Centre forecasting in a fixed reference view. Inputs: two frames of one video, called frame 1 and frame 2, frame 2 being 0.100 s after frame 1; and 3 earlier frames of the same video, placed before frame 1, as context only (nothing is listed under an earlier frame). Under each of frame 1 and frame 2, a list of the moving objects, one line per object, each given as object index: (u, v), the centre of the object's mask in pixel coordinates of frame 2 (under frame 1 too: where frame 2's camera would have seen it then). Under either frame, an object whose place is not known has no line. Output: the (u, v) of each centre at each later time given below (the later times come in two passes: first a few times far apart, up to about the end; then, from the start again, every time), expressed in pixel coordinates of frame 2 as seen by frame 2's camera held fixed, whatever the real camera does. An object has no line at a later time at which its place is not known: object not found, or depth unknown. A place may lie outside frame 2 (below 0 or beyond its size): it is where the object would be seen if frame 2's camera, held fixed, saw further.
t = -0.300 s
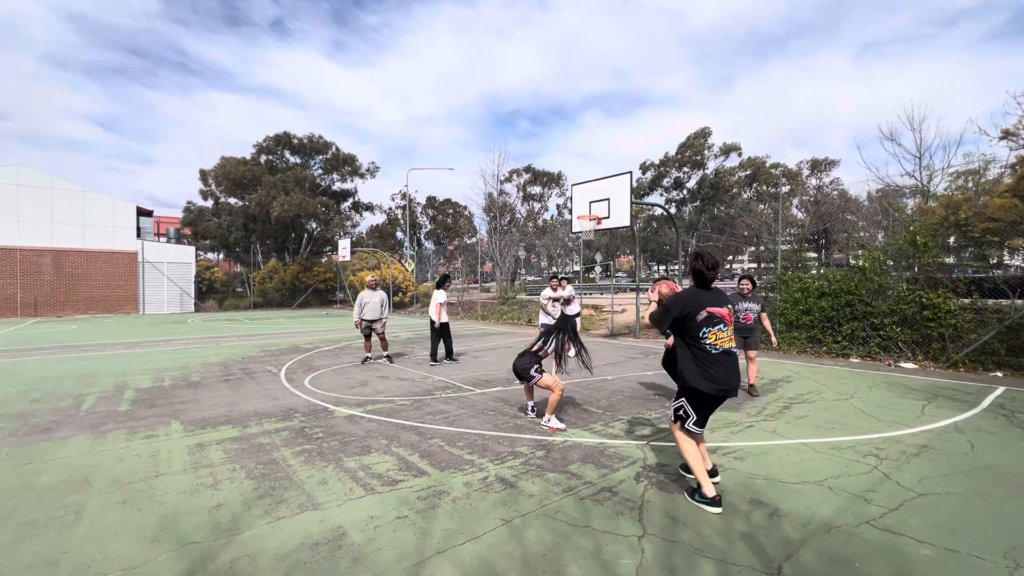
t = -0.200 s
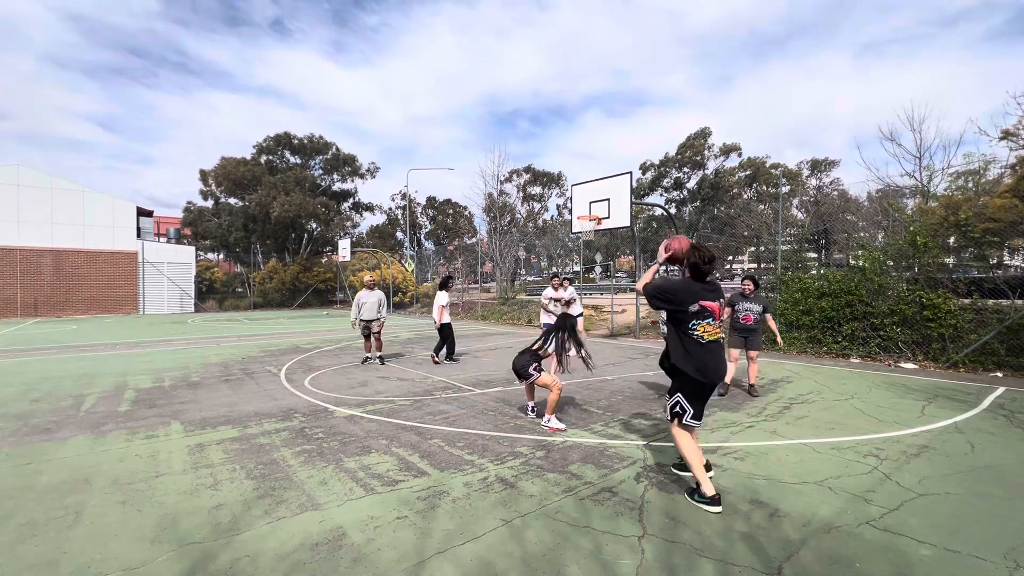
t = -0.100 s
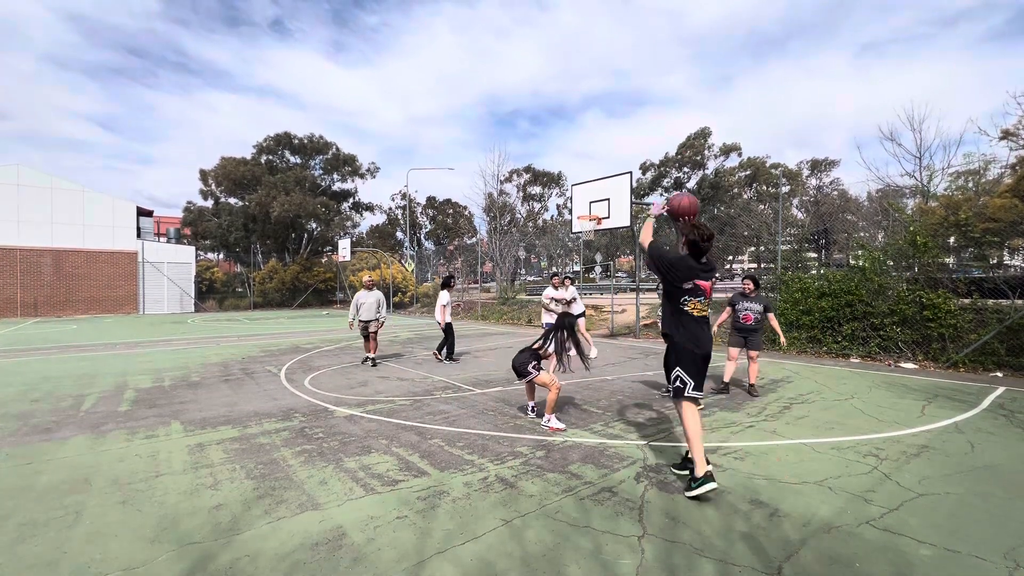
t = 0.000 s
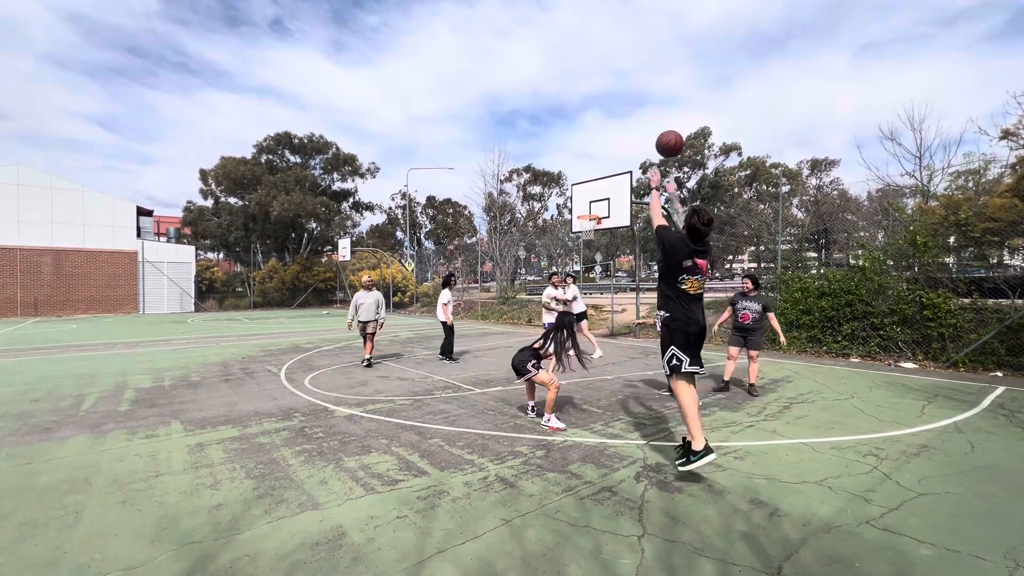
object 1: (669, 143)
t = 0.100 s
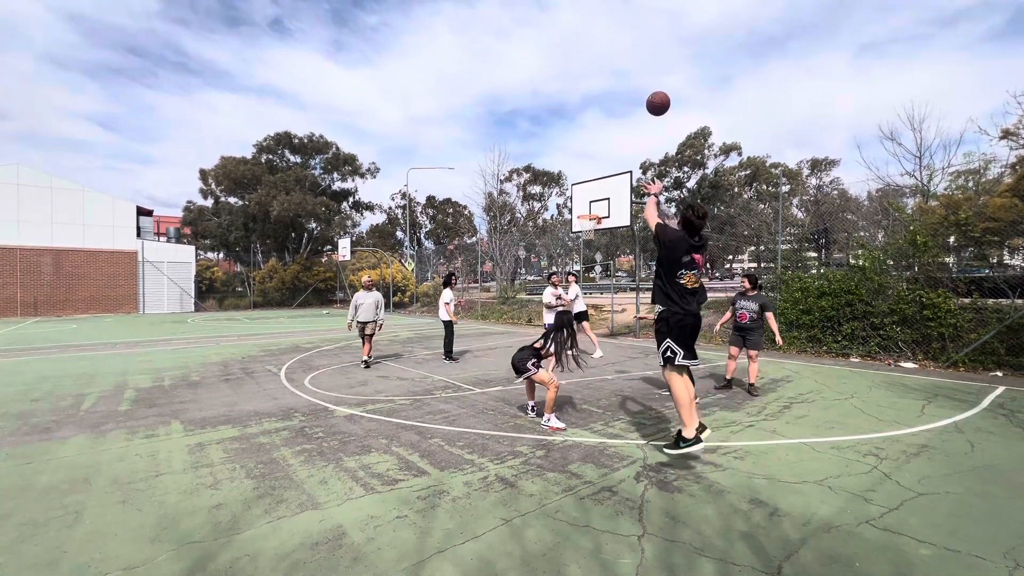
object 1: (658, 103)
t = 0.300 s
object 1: (640, 71)
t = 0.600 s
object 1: (624, 85)
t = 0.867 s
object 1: (614, 132)
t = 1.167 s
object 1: (597, 198)
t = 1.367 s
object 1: (591, 221)
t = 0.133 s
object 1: (655, 94)
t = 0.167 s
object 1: (651, 87)
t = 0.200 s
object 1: (648, 81)
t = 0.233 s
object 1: (645, 76)
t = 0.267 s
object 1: (643, 73)
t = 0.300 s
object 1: (640, 71)
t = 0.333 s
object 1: (638, 69)
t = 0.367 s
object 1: (636, 69)
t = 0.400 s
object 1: (634, 69)
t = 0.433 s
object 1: (632, 70)
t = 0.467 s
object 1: (630, 72)
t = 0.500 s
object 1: (628, 74)
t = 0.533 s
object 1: (627, 77)
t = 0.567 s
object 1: (625, 80)
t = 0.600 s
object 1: (624, 85)
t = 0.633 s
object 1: (623, 89)
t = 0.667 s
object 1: (622, 94)
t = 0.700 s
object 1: (620, 99)
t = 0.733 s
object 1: (619, 105)
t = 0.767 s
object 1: (618, 111)
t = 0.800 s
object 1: (616, 118)
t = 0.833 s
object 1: (615, 125)
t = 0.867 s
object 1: (614, 132)
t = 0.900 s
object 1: (613, 139)
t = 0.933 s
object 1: (612, 147)
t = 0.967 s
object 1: (611, 155)
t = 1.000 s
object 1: (610, 163)
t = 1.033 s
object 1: (609, 171)
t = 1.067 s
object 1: (608, 179)
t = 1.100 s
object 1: (607, 188)
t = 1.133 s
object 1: (603, 193)
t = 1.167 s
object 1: (597, 198)
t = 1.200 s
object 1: (592, 204)
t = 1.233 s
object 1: (587, 210)
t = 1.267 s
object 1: (583, 215)
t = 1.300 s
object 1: (586, 217)
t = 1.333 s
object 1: (589, 219)
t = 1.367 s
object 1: (591, 221)
